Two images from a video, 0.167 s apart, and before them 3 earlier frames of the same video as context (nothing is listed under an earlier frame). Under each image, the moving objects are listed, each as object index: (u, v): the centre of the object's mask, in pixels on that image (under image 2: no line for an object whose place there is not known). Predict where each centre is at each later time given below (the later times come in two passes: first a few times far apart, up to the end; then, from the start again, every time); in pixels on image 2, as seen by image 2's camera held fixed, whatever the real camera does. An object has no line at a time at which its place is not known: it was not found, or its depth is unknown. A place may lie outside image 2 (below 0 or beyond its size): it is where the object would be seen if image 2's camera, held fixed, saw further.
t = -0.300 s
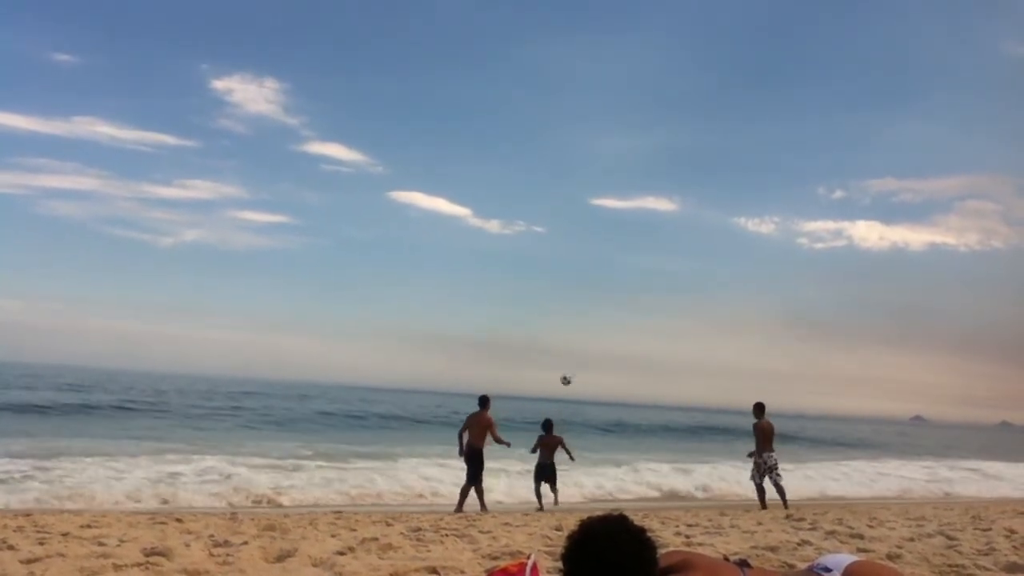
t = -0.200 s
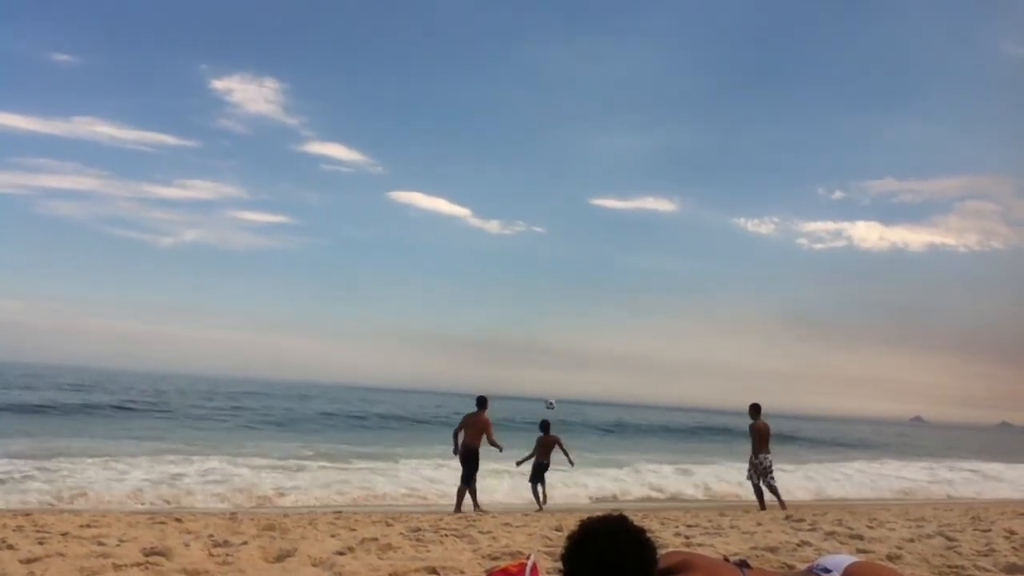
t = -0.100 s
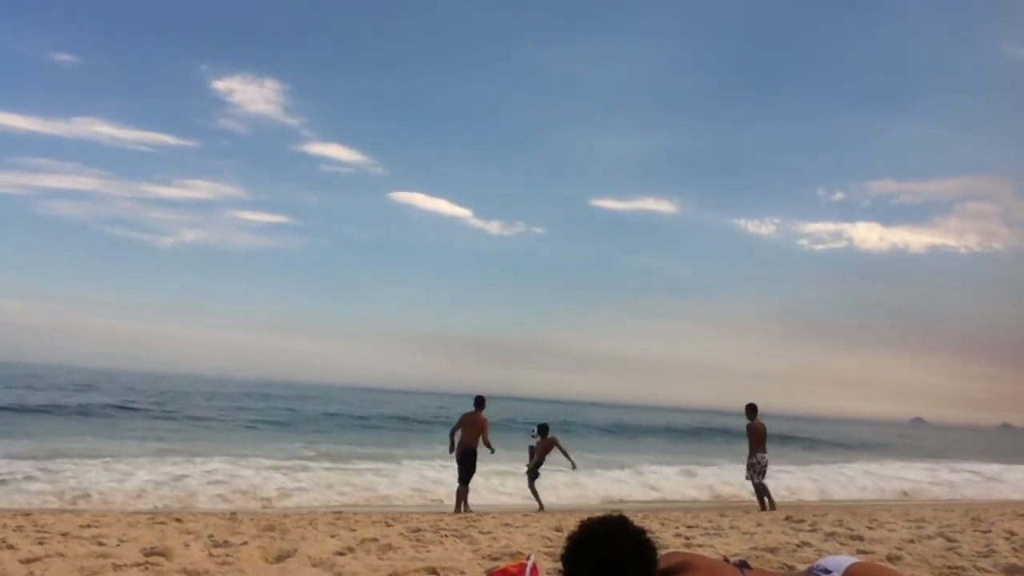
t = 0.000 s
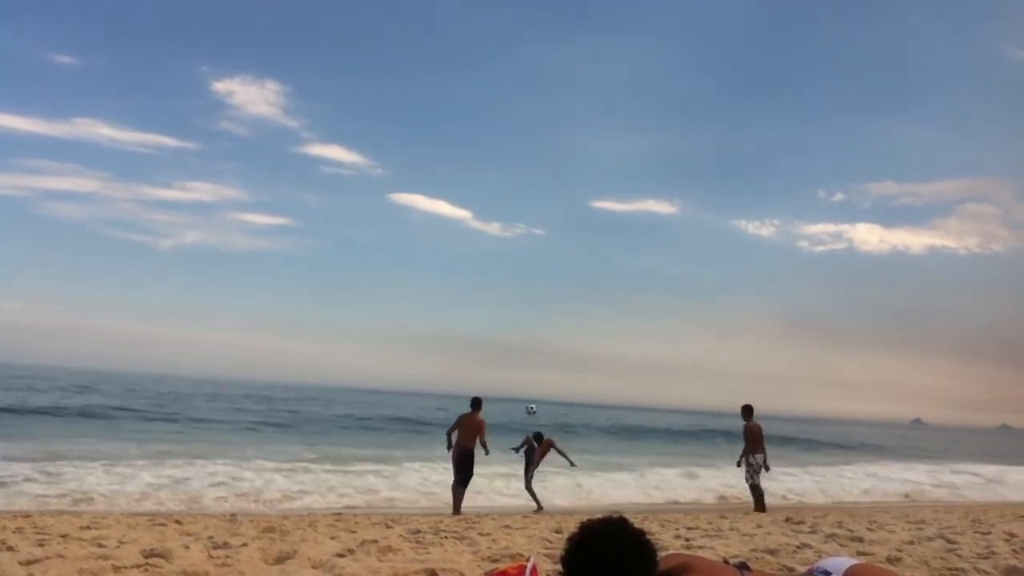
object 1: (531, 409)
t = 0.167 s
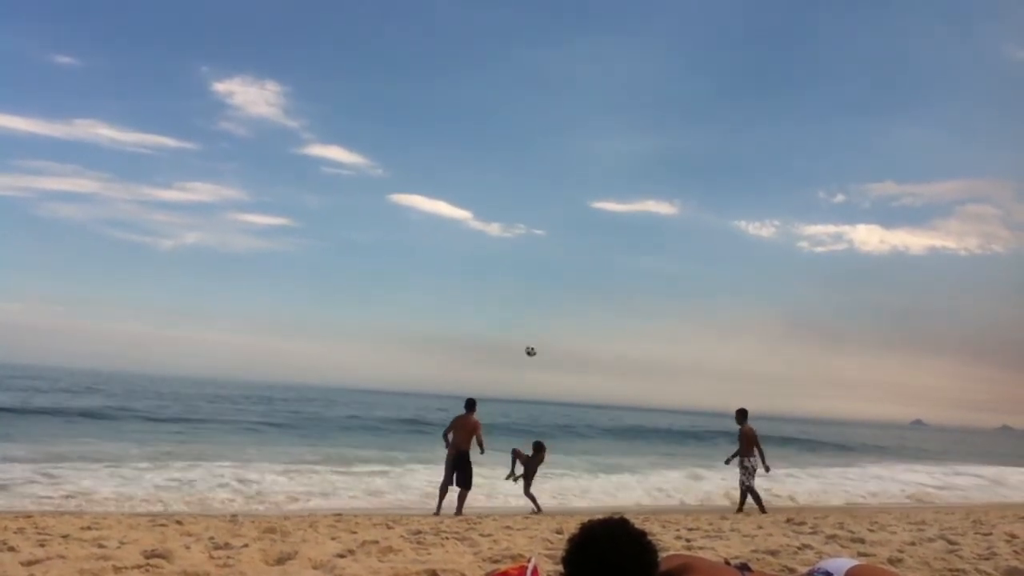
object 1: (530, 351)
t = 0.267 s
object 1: (530, 321)
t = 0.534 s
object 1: (524, 263)
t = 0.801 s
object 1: (517, 242)
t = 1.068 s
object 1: (505, 259)
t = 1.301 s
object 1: (493, 312)
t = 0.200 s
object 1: (530, 340)
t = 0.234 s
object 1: (530, 330)
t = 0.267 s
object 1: (530, 321)
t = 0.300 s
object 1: (529, 312)
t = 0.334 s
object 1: (529, 303)
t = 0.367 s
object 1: (528, 296)
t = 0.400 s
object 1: (527, 288)
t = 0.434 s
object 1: (527, 281)
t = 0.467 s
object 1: (526, 275)
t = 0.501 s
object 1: (525, 269)
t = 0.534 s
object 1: (524, 263)
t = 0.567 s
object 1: (524, 259)
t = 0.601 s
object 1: (523, 255)
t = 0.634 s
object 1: (522, 251)
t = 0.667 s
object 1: (521, 248)
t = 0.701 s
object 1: (520, 245)
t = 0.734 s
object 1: (518, 243)
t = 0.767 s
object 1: (517, 242)
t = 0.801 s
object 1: (517, 242)
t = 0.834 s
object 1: (515, 241)
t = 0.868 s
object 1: (514, 242)
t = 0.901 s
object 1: (513, 243)
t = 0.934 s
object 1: (512, 245)
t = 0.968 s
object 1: (510, 247)
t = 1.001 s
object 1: (508, 250)
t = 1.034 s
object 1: (507, 254)
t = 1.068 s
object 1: (505, 259)
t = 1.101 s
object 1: (503, 264)
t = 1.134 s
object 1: (502, 270)
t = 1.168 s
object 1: (500, 277)
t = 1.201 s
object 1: (499, 284)
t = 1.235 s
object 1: (497, 293)
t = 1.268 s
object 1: (495, 302)
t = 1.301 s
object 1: (493, 312)
